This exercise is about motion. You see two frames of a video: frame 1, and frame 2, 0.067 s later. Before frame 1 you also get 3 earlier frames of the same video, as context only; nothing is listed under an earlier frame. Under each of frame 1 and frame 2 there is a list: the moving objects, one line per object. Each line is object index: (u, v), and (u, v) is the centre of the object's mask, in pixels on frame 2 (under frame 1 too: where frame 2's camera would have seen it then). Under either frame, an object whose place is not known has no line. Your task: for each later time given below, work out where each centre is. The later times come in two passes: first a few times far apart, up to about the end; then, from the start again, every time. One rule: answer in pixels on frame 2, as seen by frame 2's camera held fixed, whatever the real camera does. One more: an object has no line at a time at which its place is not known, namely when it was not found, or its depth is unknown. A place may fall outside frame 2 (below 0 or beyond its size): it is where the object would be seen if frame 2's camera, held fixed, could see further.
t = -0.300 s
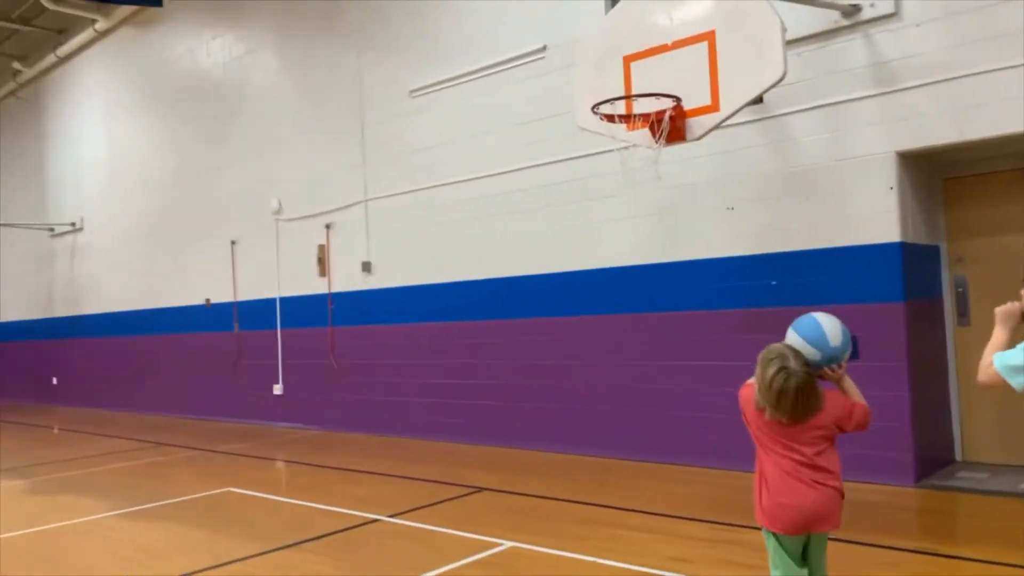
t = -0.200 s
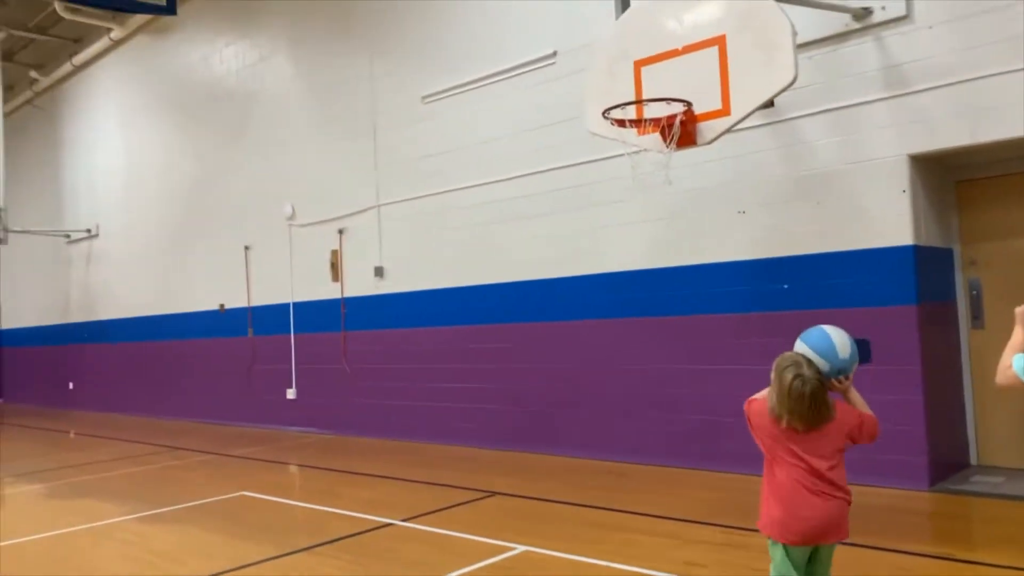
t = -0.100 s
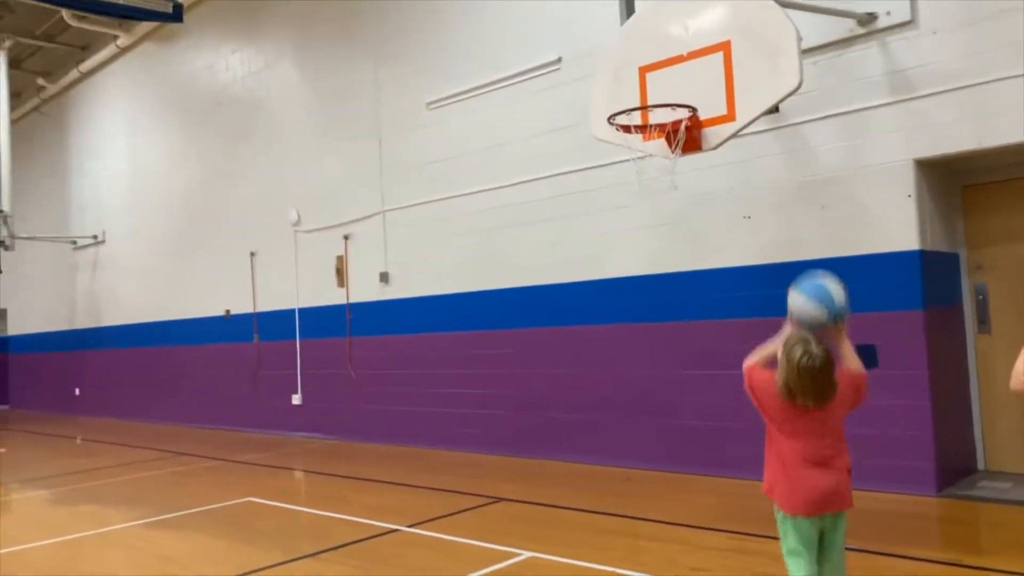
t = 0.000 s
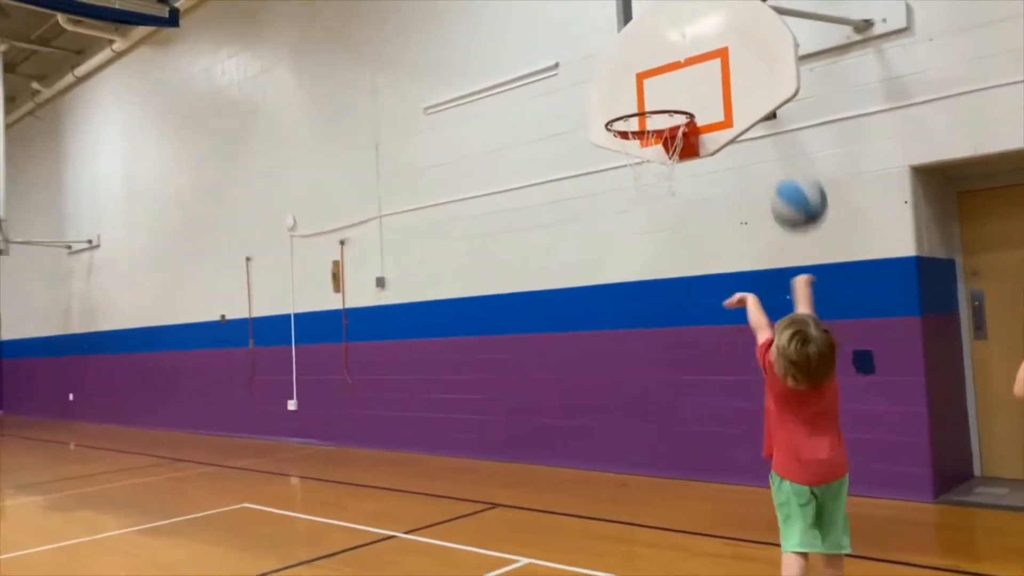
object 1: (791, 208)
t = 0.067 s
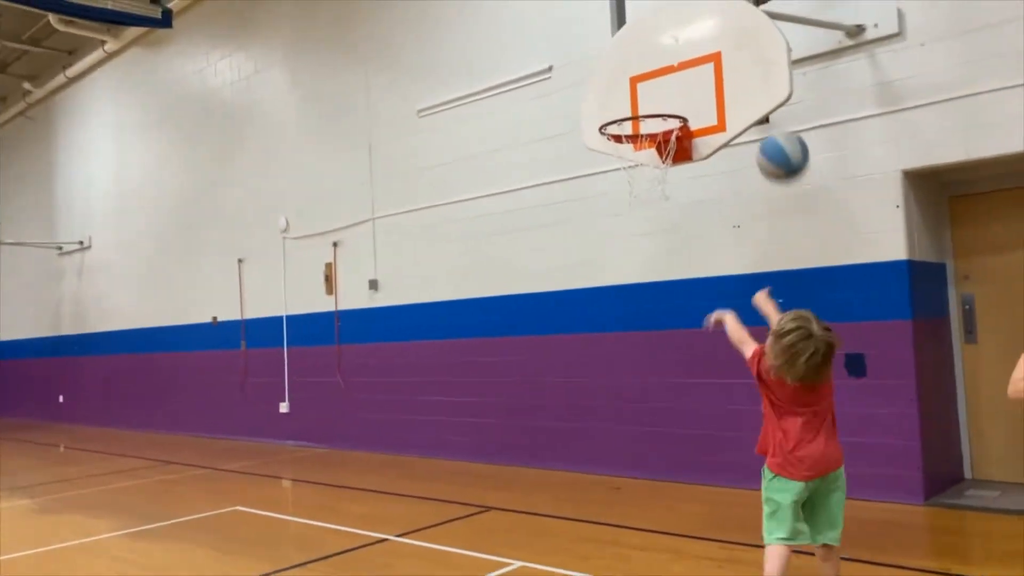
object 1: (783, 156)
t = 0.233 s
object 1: (767, 89)
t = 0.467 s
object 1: (689, 88)
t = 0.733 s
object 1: (595, 220)
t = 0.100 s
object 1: (778, 136)
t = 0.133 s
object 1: (775, 119)
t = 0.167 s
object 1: (771, 106)
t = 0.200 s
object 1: (769, 96)
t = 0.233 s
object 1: (767, 89)
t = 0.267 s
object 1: (758, 83)
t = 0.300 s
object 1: (746, 78)
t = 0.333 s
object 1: (735, 76)
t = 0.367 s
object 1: (723, 76)
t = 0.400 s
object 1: (712, 78)
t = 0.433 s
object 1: (700, 82)
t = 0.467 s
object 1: (689, 88)
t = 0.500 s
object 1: (677, 98)
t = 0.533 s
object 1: (665, 108)
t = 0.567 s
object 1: (653, 120)
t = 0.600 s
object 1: (641, 135)
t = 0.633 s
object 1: (629, 152)
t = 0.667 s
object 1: (617, 172)
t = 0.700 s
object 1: (607, 196)
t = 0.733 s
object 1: (595, 220)
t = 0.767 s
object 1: (583, 248)
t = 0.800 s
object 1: (571, 277)
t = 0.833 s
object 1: (559, 311)
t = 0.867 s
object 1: (544, 344)
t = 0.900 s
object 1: (530, 382)
